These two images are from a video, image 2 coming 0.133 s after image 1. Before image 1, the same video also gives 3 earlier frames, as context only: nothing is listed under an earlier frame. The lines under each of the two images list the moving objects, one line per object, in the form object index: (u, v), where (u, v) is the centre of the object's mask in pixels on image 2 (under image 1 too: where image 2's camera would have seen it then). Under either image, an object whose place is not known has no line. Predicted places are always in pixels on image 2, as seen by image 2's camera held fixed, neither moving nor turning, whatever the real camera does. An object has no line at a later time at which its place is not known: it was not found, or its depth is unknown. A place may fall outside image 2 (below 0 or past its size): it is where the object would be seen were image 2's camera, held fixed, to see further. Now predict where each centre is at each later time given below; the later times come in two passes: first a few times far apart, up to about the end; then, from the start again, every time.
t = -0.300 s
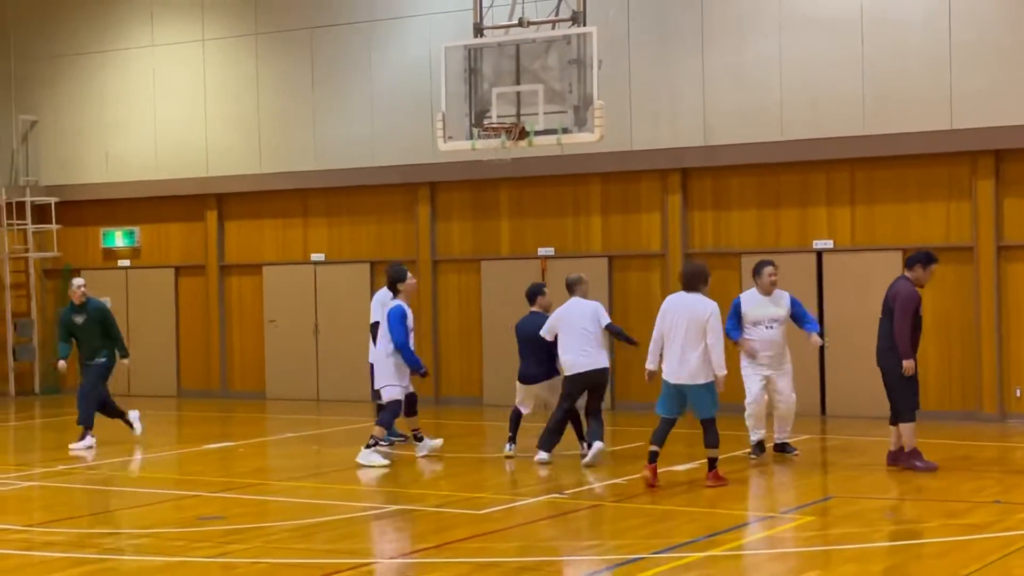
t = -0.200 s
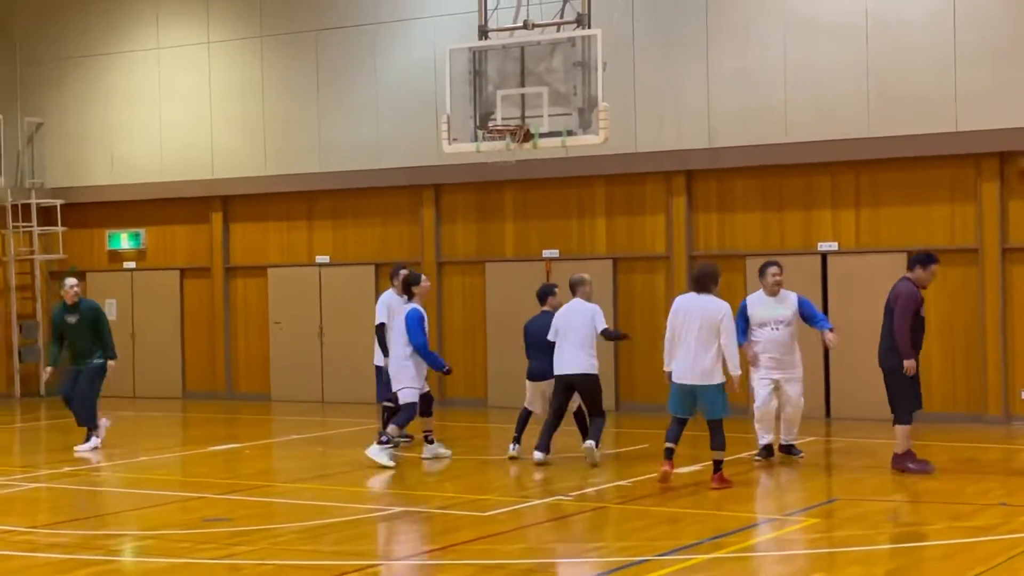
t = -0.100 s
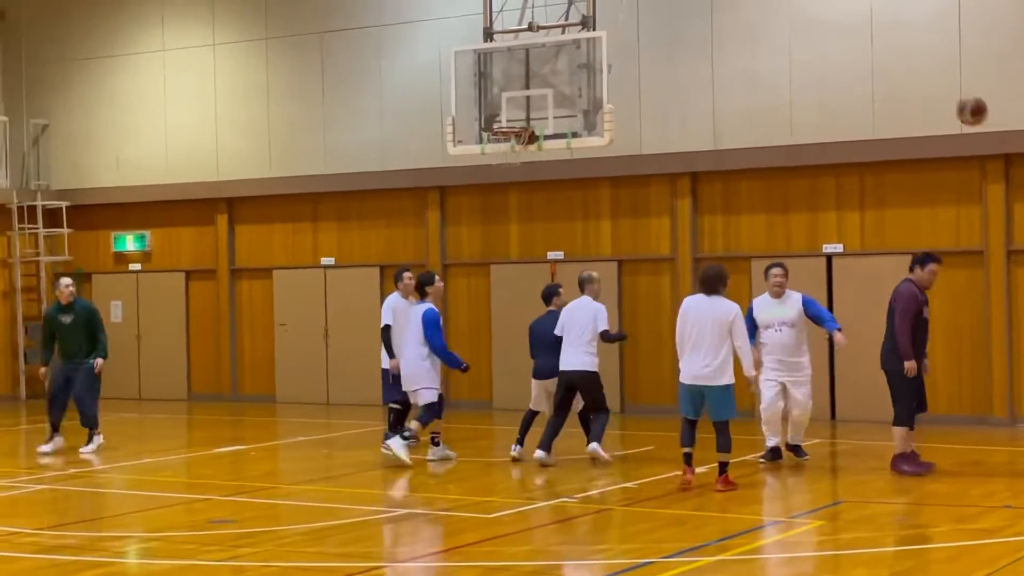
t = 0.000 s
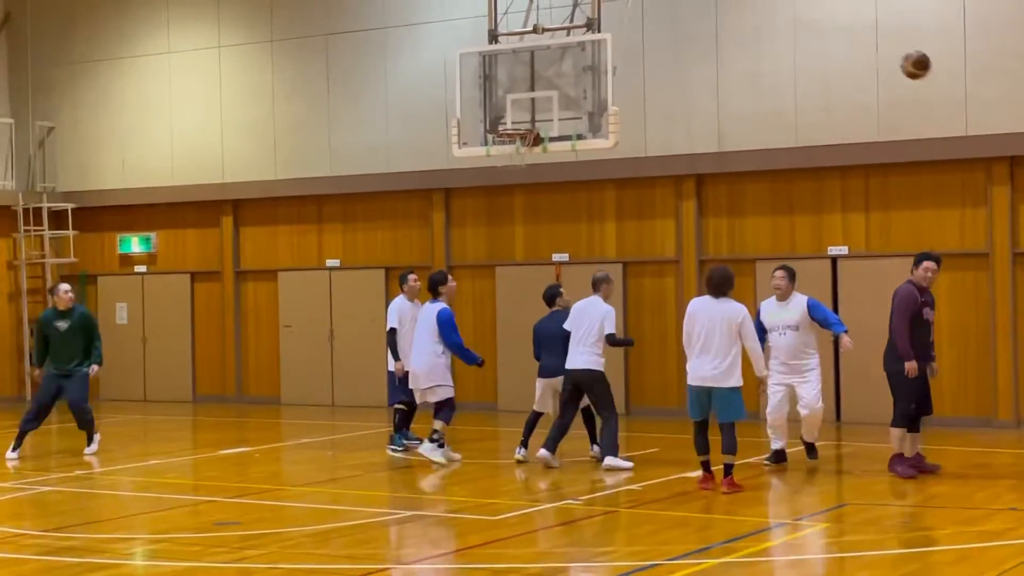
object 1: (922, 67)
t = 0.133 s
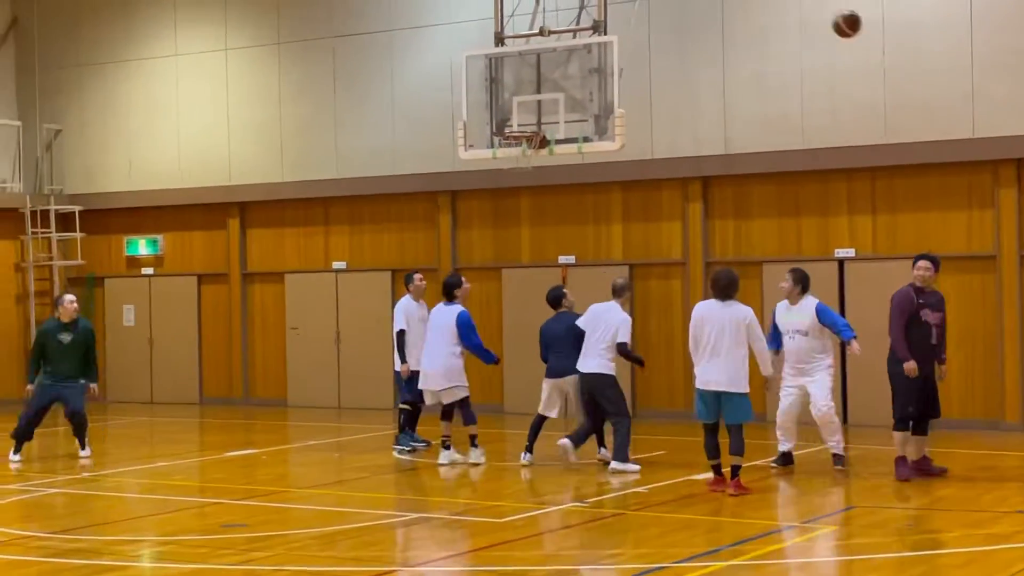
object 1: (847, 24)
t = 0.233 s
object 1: (793, 8)
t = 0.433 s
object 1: (695, 4)
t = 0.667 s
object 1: (589, 51)
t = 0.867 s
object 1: (509, 129)
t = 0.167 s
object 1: (828, 16)
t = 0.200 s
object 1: (810, 11)
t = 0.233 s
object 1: (793, 8)
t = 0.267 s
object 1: (775, 5)
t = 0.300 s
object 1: (758, 4)
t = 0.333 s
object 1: (742, 3)
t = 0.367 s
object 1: (725, 3)
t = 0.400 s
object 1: (710, 3)
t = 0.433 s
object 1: (695, 4)
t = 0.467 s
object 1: (678, 6)
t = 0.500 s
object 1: (663, 10)
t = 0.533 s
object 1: (648, 16)
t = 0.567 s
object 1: (633, 23)
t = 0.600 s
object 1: (618, 32)
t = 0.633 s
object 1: (604, 41)
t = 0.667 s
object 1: (589, 51)
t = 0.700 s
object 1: (576, 63)
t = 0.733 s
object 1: (562, 75)
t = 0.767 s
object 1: (548, 88)
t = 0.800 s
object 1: (536, 101)
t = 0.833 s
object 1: (523, 116)
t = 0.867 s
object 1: (509, 129)
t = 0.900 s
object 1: (511, 143)
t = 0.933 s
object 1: (518, 156)
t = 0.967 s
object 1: (525, 167)
